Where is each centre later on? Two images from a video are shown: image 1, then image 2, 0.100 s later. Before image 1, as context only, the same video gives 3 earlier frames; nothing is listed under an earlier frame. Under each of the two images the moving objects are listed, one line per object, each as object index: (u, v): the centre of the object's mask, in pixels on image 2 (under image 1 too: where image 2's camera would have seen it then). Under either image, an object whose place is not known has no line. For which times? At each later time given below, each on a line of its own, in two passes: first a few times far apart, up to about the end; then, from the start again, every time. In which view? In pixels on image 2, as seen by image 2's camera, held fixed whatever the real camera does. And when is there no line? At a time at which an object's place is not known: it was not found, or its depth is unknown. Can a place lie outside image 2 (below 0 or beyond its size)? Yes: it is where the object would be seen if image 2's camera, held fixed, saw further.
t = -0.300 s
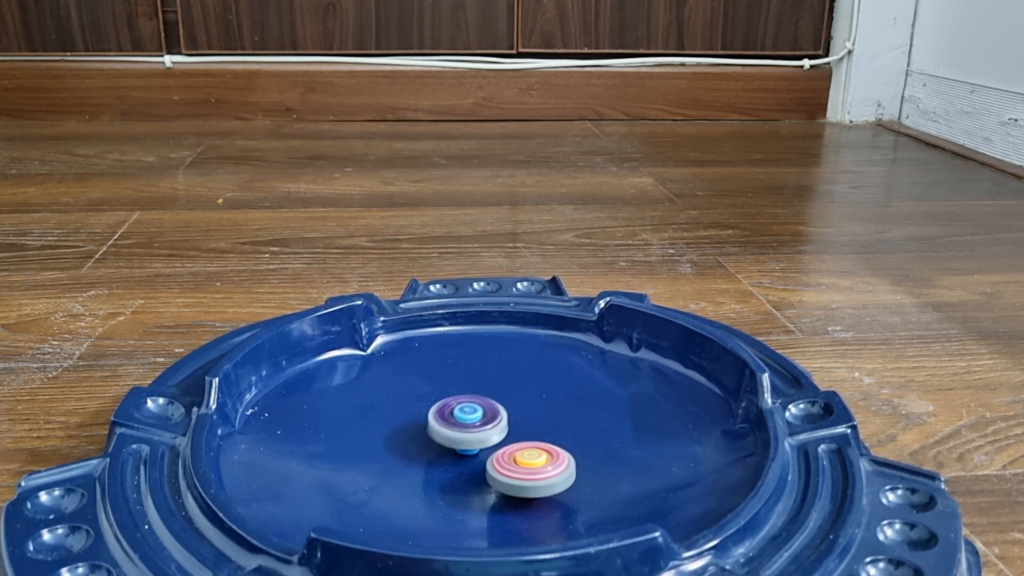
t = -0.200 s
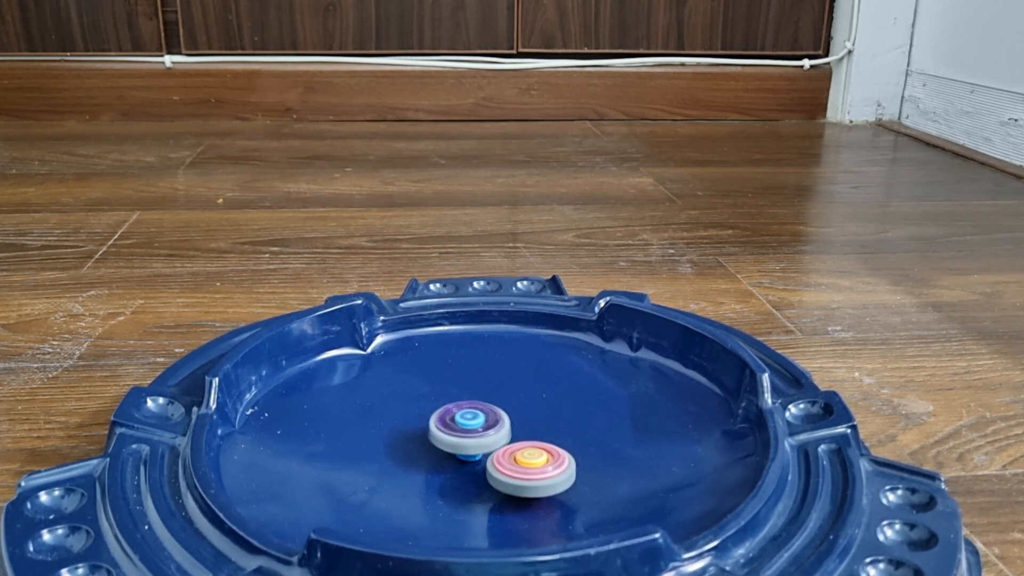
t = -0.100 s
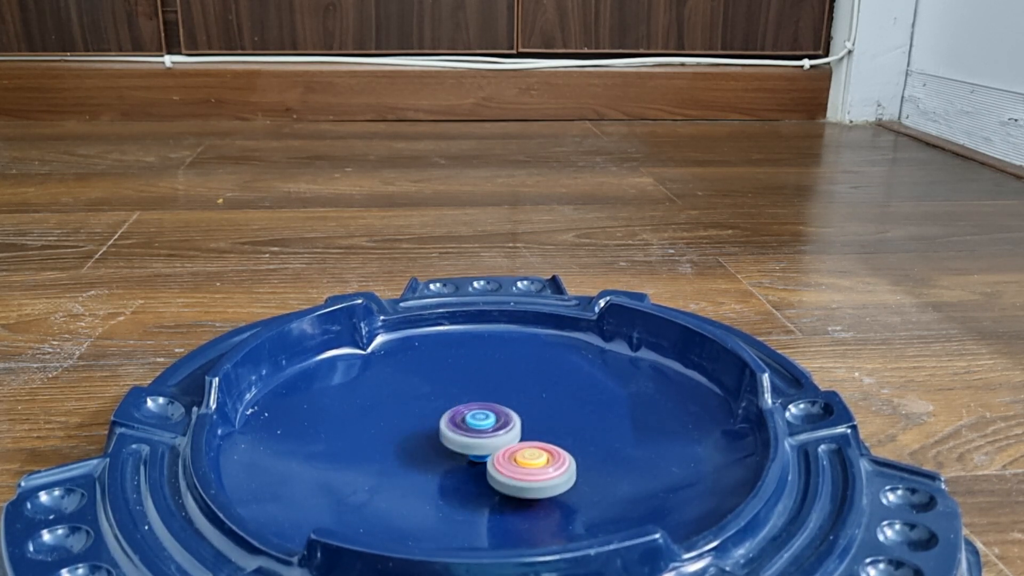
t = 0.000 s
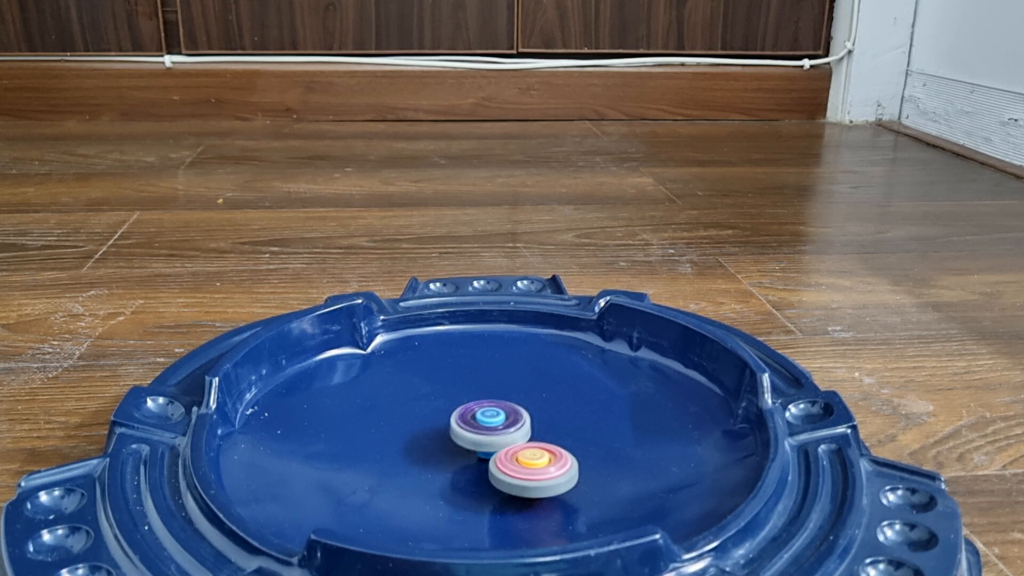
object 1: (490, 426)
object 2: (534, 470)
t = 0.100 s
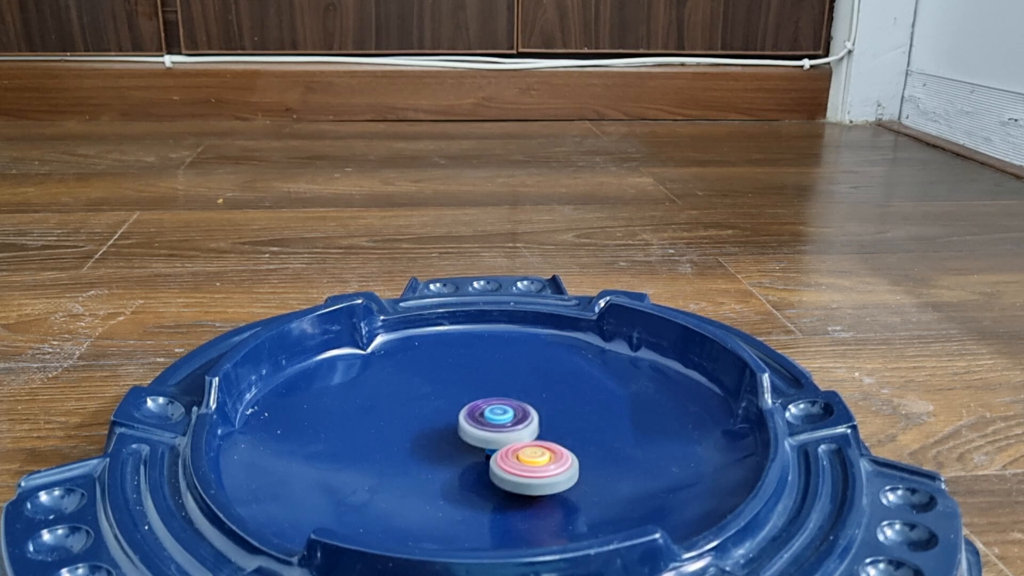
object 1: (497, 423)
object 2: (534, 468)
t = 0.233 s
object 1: (489, 417)
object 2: (538, 470)
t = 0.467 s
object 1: (468, 428)
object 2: (534, 463)
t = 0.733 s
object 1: (466, 433)
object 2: (536, 465)
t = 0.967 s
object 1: (459, 432)
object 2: (542, 465)
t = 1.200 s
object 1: (456, 435)
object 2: (540, 463)
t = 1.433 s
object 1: (449, 443)
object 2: (535, 462)
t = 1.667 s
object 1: (448, 448)
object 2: (534, 463)
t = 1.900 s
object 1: (444, 453)
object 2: (541, 461)
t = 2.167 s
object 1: (443, 451)
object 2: (540, 457)
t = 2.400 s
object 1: (443, 452)
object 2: (537, 457)
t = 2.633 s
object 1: (443, 454)
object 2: (536, 456)
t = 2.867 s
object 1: (451, 444)
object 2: (538, 458)
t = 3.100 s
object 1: (452, 436)
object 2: (533, 459)
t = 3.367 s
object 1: (451, 437)
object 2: (531, 464)
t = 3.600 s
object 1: (459, 435)
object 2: (534, 466)
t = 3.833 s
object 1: (464, 431)
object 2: (537, 464)
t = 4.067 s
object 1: (459, 432)
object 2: (537, 463)
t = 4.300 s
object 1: (453, 439)
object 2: (538, 461)
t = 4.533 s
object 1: (437, 441)
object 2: (550, 463)
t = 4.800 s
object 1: (451, 452)
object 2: (539, 459)
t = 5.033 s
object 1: (443, 449)
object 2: (540, 459)
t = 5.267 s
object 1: (446, 451)
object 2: (538, 457)
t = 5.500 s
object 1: (446, 449)
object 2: (535, 458)
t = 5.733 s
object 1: (440, 449)
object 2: (537, 458)
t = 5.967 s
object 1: (443, 446)
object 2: (541, 462)
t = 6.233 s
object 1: (447, 447)
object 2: (535, 463)
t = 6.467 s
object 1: (452, 439)
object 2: (532, 462)
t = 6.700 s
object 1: (452, 435)
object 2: (530, 462)
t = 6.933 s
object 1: (443, 439)
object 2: (537, 465)
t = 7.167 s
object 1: (462, 441)
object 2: (543, 466)
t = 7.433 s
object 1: (464, 432)
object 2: (539, 467)
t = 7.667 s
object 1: (451, 435)
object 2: (530, 463)
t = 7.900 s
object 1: (448, 440)
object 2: (537, 461)
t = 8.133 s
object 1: (457, 444)
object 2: (541, 460)
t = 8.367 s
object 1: (440, 446)
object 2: (540, 461)
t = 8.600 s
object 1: (446, 454)
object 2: (534, 459)
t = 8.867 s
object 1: (443, 454)
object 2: (541, 456)
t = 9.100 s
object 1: (448, 448)
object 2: (540, 456)
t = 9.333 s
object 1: (442, 445)
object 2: (536, 458)
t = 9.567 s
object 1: (445, 443)
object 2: (535, 460)
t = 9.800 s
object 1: (450, 440)
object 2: (538, 458)
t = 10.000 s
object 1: (450, 438)
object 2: (534, 459)
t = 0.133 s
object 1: (499, 421)
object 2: (535, 470)
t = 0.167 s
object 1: (498, 420)
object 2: (537, 470)
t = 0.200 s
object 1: (494, 418)
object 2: (537, 470)
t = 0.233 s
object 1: (489, 417)
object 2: (538, 470)
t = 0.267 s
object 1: (484, 416)
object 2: (538, 469)
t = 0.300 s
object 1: (478, 417)
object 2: (539, 468)
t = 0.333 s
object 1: (474, 418)
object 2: (539, 467)
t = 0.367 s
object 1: (470, 420)
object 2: (538, 466)
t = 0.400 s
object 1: (468, 423)
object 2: (537, 465)
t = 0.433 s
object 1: (467, 426)
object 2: (535, 464)
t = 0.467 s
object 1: (468, 428)
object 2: (534, 463)
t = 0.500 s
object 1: (467, 427)
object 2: (535, 464)
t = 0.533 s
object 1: (465, 427)
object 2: (536, 465)
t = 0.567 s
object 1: (463, 428)
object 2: (536, 465)
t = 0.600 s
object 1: (462, 429)
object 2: (536, 465)
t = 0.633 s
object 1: (461, 430)
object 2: (537, 465)
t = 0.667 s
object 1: (462, 432)
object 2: (536, 465)
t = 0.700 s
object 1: (463, 433)
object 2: (536, 465)
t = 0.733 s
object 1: (466, 433)
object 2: (536, 465)
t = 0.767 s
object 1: (466, 433)
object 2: (538, 465)
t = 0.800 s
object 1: (466, 432)
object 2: (540, 467)
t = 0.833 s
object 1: (465, 431)
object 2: (541, 467)
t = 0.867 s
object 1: (464, 430)
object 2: (542, 467)
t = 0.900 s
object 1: (463, 430)
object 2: (542, 466)
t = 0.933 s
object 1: (461, 431)
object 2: (542, 466)
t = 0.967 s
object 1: (459, 432)
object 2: (542, 465)
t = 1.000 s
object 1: (458, 433)
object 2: (541, 464)
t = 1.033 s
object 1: (458, 433)
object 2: (541, 464)
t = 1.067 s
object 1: (458, 434)
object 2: (539, 463)
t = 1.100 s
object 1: (459, 435)
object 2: (538, 463)
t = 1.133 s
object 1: (459, 436)
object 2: (537, 462)
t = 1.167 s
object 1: (458, 435)
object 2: (539, 463)
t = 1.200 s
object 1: (456, 435)
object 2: (540, 463)
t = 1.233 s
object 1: (454, 436)
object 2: (540, 464)
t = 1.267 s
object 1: (451, 436)
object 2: (539, 464)
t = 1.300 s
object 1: (449, 437)
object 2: (538, 464)
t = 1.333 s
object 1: (447, 439)
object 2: (538, 463)
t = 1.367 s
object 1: (447, 441)
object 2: (537, 463)
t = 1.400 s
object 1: (447, 442)
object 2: (536, 463)
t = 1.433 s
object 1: (449, 443)
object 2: (535, 462)
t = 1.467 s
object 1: (450, 444)
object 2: (535, 462)
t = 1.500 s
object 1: (450, 445)
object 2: (535, 463)
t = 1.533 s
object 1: (449, 445)
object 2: (535, 463)
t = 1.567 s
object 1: (448, 446)
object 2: (535, 463)
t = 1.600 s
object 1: (448, 446)
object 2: (535, 463)
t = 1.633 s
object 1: (448, 447)
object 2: (535, 463)
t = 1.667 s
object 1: (448, 448)
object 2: (534, 463)
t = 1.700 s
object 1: (448, 449)
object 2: (536, 463)
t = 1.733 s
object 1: (446, 449)
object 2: (539, 463)
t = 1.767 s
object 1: (444, 450)
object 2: (541, 463)
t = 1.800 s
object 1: (443, 451)
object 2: (541, 462)
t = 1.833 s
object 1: (443, 451)
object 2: (542, 462)
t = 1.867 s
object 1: (443, 452)
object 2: (541, 461)
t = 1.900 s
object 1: (444, 453)
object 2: (541, 461)
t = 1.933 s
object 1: (446, 454)
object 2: (540, 460)
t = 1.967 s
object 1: (449, 453)
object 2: (539, 460)
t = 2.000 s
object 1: (450, 453)
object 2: (539, 459)
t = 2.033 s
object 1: (449, 452)
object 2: (541, 459)
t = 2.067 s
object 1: (447, 452)
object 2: (542, 458)
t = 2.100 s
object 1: (446, 451)
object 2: (542, 458)
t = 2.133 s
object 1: (444, 451)
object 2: (541, 457)
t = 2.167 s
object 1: (443, 451)
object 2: (540, 457)
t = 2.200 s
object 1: (443, 451)
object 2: (539, 456)
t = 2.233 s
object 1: (442, 451)
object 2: (538, 456)
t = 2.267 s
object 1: (442, 452)
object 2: (536, 455)
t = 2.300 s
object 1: (443, 452)
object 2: (535, 456)
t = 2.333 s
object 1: (445, 452)
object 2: (534, 455)
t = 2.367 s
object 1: (446, 452)
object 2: (534, 456)
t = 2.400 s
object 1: (443, 452)
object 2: (537, 457)
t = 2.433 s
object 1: (441, 451)
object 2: (537, 457)
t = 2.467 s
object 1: (439, 451)
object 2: (538, 457)
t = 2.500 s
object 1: (438, 452)
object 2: (537, 457)
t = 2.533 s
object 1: (438, 453)
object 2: (537, 457)
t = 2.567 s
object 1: (438, 454)
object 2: (537, 457)
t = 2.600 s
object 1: (440, 454)
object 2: (537, 456)
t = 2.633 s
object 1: (443, 454)
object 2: (536, 456)
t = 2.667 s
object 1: (446, 453)
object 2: (537, 456)
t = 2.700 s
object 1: (449, 452)
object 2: (536, 457)
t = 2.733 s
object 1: (449, 451)
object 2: (538, 457)
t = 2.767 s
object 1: (450, 449)
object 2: (539, 457)
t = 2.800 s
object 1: (451, 448)
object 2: (539, 458)
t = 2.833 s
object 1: (451, 446)
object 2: (539, 458)
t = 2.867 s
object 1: (451, 444)
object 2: (538, 458)
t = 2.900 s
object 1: (451, 443)
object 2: (537, 458)
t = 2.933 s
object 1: (452, 442)
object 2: (537, 458)
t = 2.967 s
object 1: (452, 440)
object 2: (536, 458)
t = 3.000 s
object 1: (453, 438)
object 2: (535, 458)
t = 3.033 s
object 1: (453, 437)
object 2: (534, 459)
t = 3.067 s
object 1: (453, 437)
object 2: (534, 459)
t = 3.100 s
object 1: (452, 436)
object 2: (533, 459)
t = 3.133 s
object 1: (451, 435)
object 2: (533, 459)
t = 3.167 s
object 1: (451, 436)
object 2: (531, 460)
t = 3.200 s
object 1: (451, 436)
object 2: (531, 460)
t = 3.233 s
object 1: (452, 437)
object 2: (530, 461)
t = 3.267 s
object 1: (451, 437)
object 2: (531, 462)
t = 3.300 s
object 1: (451, 437)
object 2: (531, 463)
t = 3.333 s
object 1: (451, 437)
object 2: (531, 463)
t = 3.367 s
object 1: (451, 437)
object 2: (531, 464)
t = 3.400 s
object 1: (453, 437)
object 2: (531, 464)
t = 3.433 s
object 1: (454, 437)
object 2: (531, 464)
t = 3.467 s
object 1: (455, 437)
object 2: (532, 464)
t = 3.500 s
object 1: (456, 436)
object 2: (533, 466)
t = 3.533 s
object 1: (457, 436)
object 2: (533, 465)
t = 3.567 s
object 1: (458, 435)
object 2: (534, 466)
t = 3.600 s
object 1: (459, 435)
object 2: (534, 466)
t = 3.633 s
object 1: (460, 434)
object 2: (535, 465)
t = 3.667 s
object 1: (462, 434)
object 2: (535, 465)
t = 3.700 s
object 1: (463, 433)
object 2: (536, 465)
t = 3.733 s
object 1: (464, 433)
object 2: (535, 464)
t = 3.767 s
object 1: (465, 432)
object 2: (536, 464)
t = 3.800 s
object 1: (465, 431)
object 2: (536, 465)
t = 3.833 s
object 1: (464, 431)
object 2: (537, 464)
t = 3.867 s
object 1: (463, 430)
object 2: (537, 464)
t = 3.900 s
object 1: (462, 430)
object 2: (537, 463)
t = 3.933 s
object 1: (460, 431)
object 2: (537, 463)
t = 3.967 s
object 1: (460, 432)
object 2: (536, 462)
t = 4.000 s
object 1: (460, 432)
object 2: (536, 462)
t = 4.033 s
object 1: (460, 433)
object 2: (535, 461)
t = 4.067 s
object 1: (459, 432)
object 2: (537, 463)
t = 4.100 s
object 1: (457, 433)
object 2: (537, 463)
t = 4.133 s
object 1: (455, 433)
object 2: (539, 463)
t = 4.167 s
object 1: (453, 434)
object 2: (539, 463)
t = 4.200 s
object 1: (451, 435)
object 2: (539, 462)
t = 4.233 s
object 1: (451, 436)
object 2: (539, 462)
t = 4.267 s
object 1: (452, 438)
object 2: (539, 461)
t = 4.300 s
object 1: (453, 439)
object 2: (538, 461)
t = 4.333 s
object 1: (455, 439)
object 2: (537, 460)
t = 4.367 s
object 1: (455, 439)
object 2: (541, 461)
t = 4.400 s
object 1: (451, 438)
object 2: (547, 463)
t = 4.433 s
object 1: (447, 438)
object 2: (551, 463)
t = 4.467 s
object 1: (443, 438)
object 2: (551, 464)
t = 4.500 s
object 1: (440, 439)
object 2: (550, 463)
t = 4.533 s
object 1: (437, 441)
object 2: (550, 463)
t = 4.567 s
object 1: (435, 443)
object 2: (550, 462)
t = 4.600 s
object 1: (435, 445)
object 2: (551, 462)
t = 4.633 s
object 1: (435, 447)
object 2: (549, 462)
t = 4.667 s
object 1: (437, 449)
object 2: (548, 461)
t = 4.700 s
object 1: (440, 451)
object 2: (546, 461)
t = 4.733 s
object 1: (444, 452)
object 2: (544, 460)
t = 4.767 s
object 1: (447, 452)
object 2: (542, 460)
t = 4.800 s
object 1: (451, 452)
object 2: (539, 459)
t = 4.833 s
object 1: (452, 452)
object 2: (540, 460)
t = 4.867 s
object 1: (452, 451)
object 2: (541, 460)
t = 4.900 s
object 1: (450, 451)
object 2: (543, 460)
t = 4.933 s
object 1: (448, 449)
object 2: (543, 460)
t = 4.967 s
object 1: (446, 449)
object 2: (542, 459)
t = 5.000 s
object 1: (444, 449)
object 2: (542, 459)
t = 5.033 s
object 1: (443, 449)
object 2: (540, 459)
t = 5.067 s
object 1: (441, 450)
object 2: (539, 458)
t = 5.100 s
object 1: (441, 451)
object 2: (538, 458)
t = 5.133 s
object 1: (442, 451)
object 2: (537, 457)
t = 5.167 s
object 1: (443, 452)
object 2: (536, 457)
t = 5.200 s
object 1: (445, 452)
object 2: (535, 457)
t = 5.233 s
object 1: (447, 452)
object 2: (536, 456)
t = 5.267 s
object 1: (446, 451)
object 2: (538, 457)
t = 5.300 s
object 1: (446, 451)
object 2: (538, 457)
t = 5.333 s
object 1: (445, 450)
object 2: (539, 458)
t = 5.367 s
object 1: (444, 450)
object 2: (537, 457)
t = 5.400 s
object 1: (444, 450)
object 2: (537, 457)
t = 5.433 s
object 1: (445, 450)
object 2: (536, 458)
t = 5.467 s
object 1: (445, 449)
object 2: (535, 457)
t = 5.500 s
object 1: (446, 449)
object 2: (535, 458)
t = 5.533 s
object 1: (447, 448)
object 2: (535, 458)
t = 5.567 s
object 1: (444, 448)
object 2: (538, 458)
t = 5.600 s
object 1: (442, 447)
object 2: (538, 459)
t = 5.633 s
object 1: (440, 447)
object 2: (537, 459)
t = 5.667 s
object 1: (439, 448)
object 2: (538, 459)
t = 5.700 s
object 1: (439, 448)
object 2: (537, 459)
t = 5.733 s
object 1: (440, 449)
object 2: (537, 458)
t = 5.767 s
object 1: (440, 450)
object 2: (537, 459)
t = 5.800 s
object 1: (443, 450)
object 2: (536, 459)
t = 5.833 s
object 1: (446, 450)
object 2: (536, 458)
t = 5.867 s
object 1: (448, 449)
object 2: (535, 459)
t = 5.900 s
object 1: (447, 448)
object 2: (538, 460)
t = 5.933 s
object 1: (445, 447)
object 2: (540, 461)
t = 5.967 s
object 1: (443, 446)
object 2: (541, 462)
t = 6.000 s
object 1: (442, 445)
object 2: (541, 461)
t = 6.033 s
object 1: (440, 445)
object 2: (542, 462)
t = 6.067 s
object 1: (440, 446)
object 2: (541, 462)
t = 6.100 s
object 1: (440, 446)
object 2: (540, 461)
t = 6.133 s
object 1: (440, 447)
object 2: (540, 463)
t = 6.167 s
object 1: (442, 447)
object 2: (538, 463)
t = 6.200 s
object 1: (445, 447)
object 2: (537, 462)
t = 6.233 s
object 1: (447, 447)
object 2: (535, 463)
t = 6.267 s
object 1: (449, 446)
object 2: (534, 463)
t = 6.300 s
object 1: (449, 445)
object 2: (536, 464)
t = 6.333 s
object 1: (449, 443)
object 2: (535, 465)
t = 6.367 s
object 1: (450, 442)
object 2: (534, 463)
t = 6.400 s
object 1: (450, 441)
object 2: (535, 463)
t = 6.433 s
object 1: (451, 440)
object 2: (534, 464)
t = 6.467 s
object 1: (452, 439)
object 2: (532, 462)
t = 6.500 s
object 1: (452, 438)
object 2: (533, 463)
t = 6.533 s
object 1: (453, 437)
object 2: (531, 463)
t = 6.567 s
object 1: (453, 436)
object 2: (531, 462)
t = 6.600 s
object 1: (453, 436)
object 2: (531, 462)
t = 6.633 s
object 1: (452, 435)
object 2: (530, 462)
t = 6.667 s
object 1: (452, 435)
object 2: (530, 461)
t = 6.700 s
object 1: (452, 435)
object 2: (530, 462)
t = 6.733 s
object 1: (452, 435)
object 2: (529, 461)
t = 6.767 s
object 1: (449, 434)
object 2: (533, 462)
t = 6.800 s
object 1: (447, 434)
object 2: (533, 464)
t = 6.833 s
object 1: (445, 435)
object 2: (533, 464)
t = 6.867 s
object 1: (443, 436)
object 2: (536, 463)
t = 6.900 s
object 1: (443, 437)
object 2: (537, 465)
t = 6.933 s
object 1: (443, 439)
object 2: (537, 465)
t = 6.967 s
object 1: (445, 440)
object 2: (539, 463)
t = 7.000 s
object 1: (448, 441)
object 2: (540, 465)
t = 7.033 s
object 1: (451, 442)
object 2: (540, 465)
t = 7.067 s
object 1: (456, 442)
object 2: (540, 464)
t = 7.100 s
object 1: (458, 442)
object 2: (541, 465)
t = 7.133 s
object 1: (461, 442)
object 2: (541, 466)
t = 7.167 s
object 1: (462, 441)
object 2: (543, 466)
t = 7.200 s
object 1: (463, 440)
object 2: (543, 468)
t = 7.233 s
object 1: (465, 439)
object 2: (542, 468)
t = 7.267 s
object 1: (466, 438)
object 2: (541, 466)
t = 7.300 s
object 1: (467, 437)
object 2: (542, 466)
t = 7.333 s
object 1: (468, 436)
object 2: (540, 466)
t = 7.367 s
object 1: (467, 435)
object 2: (541, 466)
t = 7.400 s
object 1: (466, 433)
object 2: (542, 467)
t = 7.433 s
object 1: (464, 432)
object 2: (539, 467)
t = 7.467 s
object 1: (463, 431)
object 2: (537, 466)
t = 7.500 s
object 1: (460, 431)
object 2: (538, 465)
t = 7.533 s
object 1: (458, 431)
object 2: (536, 466)
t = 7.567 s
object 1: (456, 431)
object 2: (534, 465)
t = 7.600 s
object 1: (454, 432)
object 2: (534, 463)
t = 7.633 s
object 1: (452, 433)
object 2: (533, 463)
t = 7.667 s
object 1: (451, 435)
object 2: (530, 463)
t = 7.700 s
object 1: (451, 436)
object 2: (530, 460)
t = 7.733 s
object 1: (452, 437)
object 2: (531, 461)
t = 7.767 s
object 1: (451, 437)
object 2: (532, 462)
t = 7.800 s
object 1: (450, 438)
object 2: (533, 462)
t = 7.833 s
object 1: (448, 439)
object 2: (535, 461)
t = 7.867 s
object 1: (448, 439)
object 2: (537, 462)
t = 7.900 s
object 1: (448, 440)
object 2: (537, 461)
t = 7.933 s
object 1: (448, 441)
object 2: (540, 460)
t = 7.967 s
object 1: (449, 442)
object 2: (542, 461)
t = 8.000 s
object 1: (450, 443)
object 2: (541, 461)
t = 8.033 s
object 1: (452, 443)
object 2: (542, 460)
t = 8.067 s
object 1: (453, 444)
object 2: (544, 461)
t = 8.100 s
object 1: (456, 444)
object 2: (543, 461)
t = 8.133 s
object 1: (457, 444)
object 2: (541, 460)
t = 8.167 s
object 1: (455, 444)
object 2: (546, 460)
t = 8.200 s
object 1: (452, 443)
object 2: (546, 462)
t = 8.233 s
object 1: (449, 444)
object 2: (544, 462)
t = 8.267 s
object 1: (447, 443)
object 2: (543, 461)
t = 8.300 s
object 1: (444, 444)
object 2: (544, 461)
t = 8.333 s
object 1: (442, 444)
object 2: (542, 462)
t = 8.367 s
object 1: (440, 446)
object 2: (540, 461)
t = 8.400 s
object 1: (439, 447)
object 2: (541, 461)
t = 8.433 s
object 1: (439, 448)
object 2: (540, 461)
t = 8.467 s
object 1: (439, 450)
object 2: (538, 462)
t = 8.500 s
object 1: (441, 451)
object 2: (536, 461)
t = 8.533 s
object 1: (443, 452)
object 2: (536, 460)
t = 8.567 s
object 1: (445, 453)
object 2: (534, 460)
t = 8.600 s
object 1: (446, 454)
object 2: (534, 459)
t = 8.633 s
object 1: (447, 453)
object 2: (536, 459)
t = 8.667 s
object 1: (445, 454)
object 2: (538, 460)
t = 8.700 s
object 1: (444, 453)
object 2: (538, 460)
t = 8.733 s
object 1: (443, 453)
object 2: (538, 458)
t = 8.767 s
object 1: (443, 454)
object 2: (541, 457)
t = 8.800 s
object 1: (442, 454)
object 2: (541, 458)
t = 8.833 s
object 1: (443, 454)
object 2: (541, 458)
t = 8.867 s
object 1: (443, 454)
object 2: (541, 456)
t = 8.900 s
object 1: (444, 453)
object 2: (542, 457)
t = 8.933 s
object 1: (446, 453)
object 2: (541, 457)
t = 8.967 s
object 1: (447, 452)
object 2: (540, 456)
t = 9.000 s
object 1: (448, 451)
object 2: (541, 456)
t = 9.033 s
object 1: (449, 450)
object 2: (540, 457)
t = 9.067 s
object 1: (451, 448)
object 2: (538, 457)
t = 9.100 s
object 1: (448, 448)
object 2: (540, 456)
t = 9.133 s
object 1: (447, 446)
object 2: (541, 458)
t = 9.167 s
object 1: (445, 446)
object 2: (539, 459)
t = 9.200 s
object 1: (444, 445)
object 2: (537, 458)
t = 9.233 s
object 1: (442, 445)
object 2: (537, 457)
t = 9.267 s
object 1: (442, 445)
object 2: (539, 457)
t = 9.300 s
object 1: (441, 445)
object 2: (537, 459)
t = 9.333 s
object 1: (442, 445)
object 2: (536, 458)
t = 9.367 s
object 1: (443, 445)
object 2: (534, 457)
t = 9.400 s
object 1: (445, 445)
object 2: (535, 457)
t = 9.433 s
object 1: (447, 445)
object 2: (533, 458)
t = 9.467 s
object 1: (447, 445)
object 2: (535, 458)
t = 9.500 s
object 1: (446, 444)
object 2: (537, 458)
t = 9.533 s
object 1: (445, 443)
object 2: (536, 460)
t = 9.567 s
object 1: (445, 443)
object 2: (535, 460)
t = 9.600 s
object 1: (445, 443)
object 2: (534, 458)
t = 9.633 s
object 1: (446, 442)
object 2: (537, 457)
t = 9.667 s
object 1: (447, 442)
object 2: (538, 459)
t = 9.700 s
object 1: (448, 442)
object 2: (537, 460)
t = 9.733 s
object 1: (449, 441)
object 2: (534, 459)
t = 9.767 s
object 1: (451, 441)
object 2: (535, 457)
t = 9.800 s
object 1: (450, 440)
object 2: (538, 458)
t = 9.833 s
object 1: (450, 439)
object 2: (537, 459)
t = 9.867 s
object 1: (449, 439)
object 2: (535, 459)
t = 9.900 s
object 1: (450, 438)
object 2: (535, 457)
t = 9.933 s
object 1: (449, 438)
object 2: (536, 457)
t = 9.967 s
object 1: (450, 438)
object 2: (536, 458)
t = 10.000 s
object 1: (450, 438)
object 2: (534, 459)
